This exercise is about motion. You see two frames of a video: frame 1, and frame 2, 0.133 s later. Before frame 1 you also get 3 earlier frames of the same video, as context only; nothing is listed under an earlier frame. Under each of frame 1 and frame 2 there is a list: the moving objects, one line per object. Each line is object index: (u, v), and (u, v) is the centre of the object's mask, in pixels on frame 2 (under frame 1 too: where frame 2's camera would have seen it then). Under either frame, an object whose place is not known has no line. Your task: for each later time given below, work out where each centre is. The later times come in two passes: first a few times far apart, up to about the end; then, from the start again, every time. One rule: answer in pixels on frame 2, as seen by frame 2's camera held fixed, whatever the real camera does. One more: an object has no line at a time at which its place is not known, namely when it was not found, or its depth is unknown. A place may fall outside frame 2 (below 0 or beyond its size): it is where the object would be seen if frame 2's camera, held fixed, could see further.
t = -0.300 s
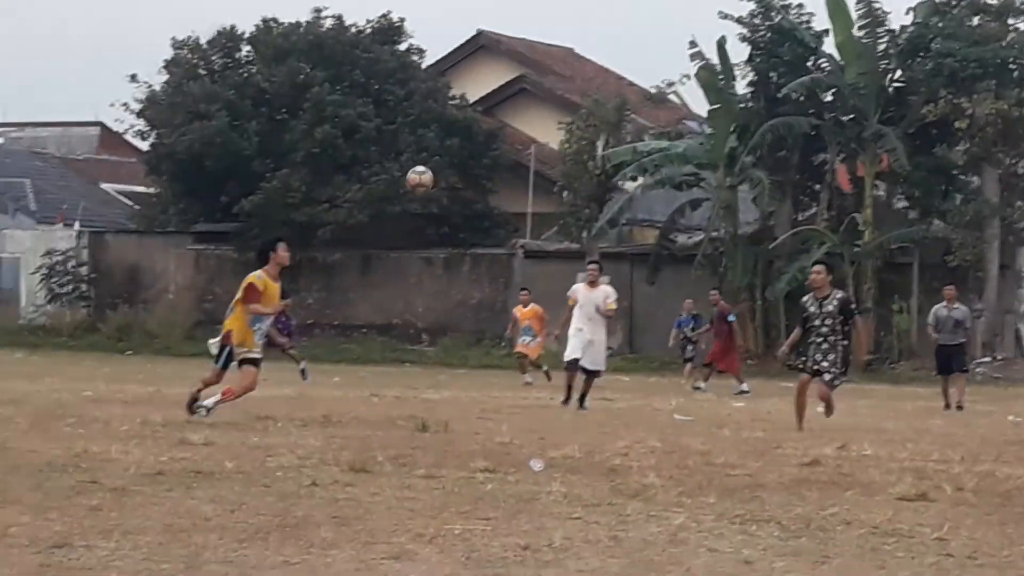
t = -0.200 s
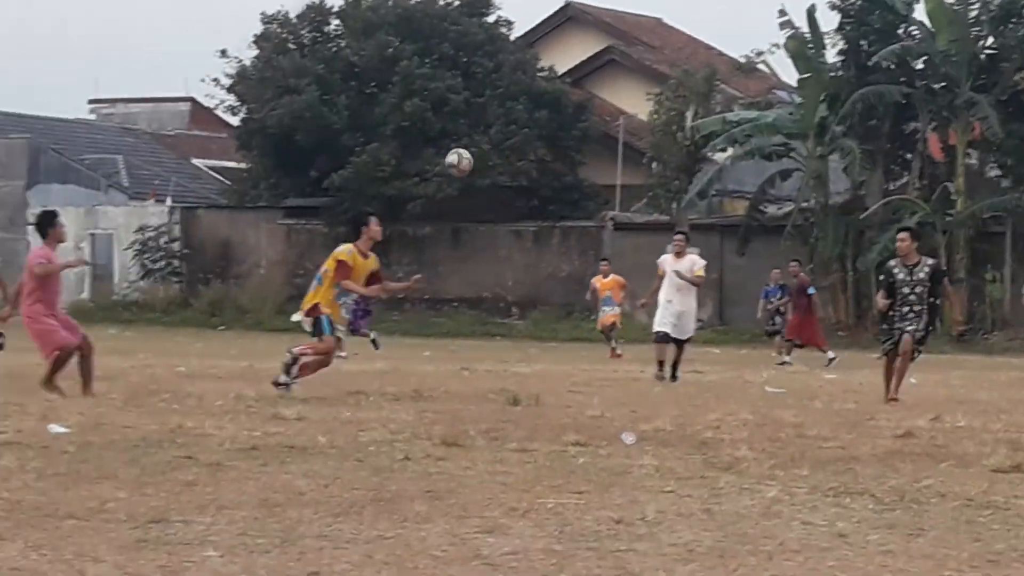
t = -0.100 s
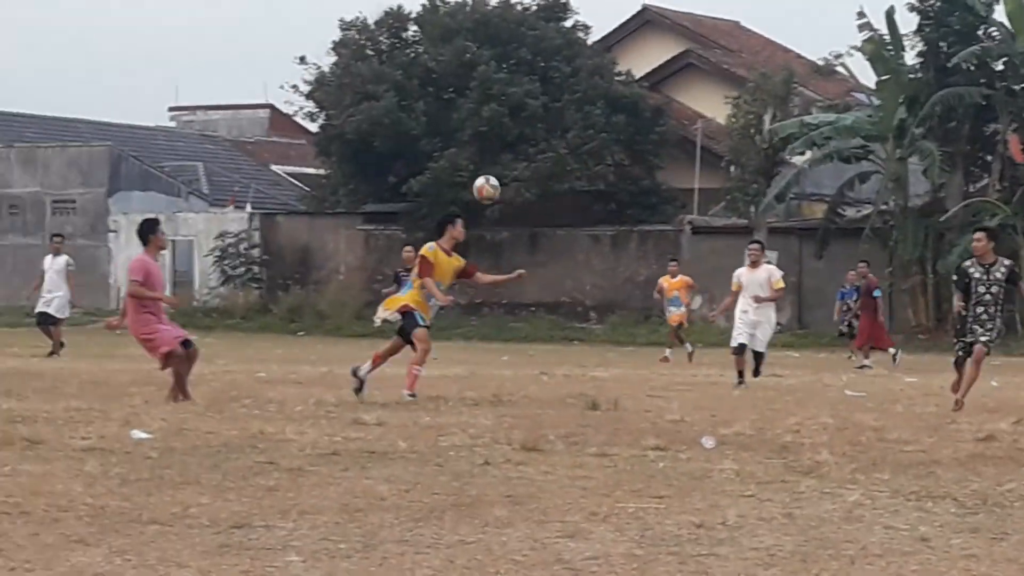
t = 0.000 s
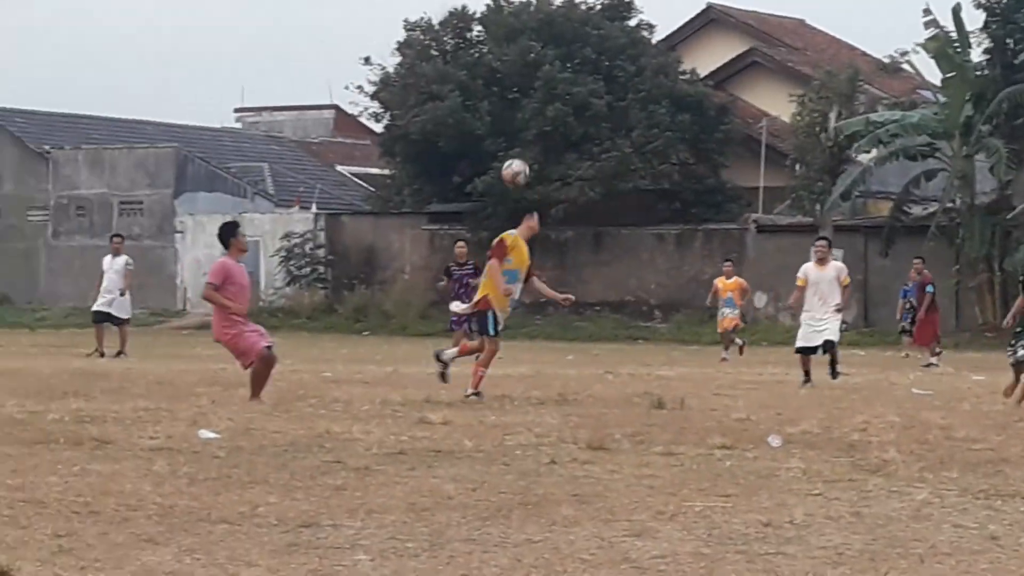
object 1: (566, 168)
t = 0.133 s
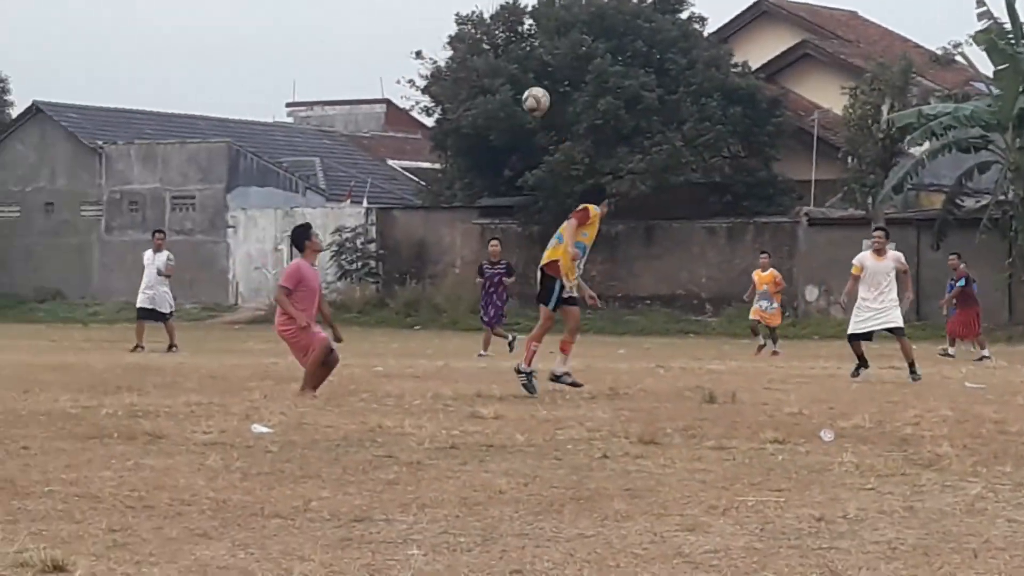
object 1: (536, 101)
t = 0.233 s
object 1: (513, 65)
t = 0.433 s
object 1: (466, 32)
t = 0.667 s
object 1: (409, 55)
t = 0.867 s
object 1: (359, 127)
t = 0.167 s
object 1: (528, 87)
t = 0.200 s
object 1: (520, 75)
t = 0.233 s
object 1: (513, 65)
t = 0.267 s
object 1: (505, 56)
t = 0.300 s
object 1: (497, 48)
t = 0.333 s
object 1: (490, 42)
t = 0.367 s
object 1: (485, 37)
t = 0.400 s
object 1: (474, 33)
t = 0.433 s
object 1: (466, 32)
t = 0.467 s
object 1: (457, 31)
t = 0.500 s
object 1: (450, 31)
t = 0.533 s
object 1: (441, 34)
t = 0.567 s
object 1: (433, 37)
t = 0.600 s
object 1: (424, 42)
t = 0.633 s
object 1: (416, 48)
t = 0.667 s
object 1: (409, 55)
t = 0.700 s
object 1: (400, 64)
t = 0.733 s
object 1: (392, 74)
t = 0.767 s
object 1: (384, 86)
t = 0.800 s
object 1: (376, 99)
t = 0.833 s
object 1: (369, 112)
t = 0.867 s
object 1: (359, 127)
